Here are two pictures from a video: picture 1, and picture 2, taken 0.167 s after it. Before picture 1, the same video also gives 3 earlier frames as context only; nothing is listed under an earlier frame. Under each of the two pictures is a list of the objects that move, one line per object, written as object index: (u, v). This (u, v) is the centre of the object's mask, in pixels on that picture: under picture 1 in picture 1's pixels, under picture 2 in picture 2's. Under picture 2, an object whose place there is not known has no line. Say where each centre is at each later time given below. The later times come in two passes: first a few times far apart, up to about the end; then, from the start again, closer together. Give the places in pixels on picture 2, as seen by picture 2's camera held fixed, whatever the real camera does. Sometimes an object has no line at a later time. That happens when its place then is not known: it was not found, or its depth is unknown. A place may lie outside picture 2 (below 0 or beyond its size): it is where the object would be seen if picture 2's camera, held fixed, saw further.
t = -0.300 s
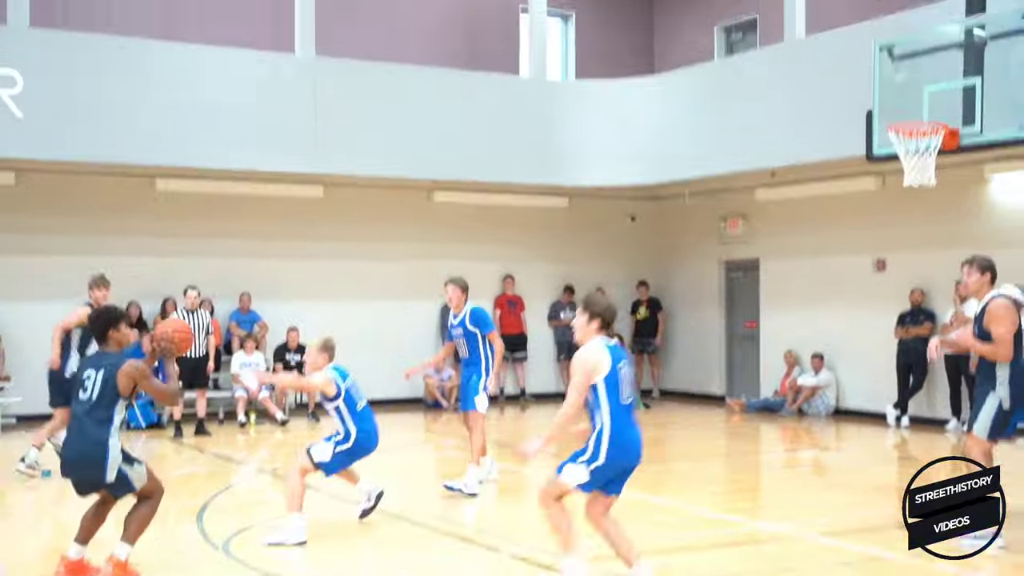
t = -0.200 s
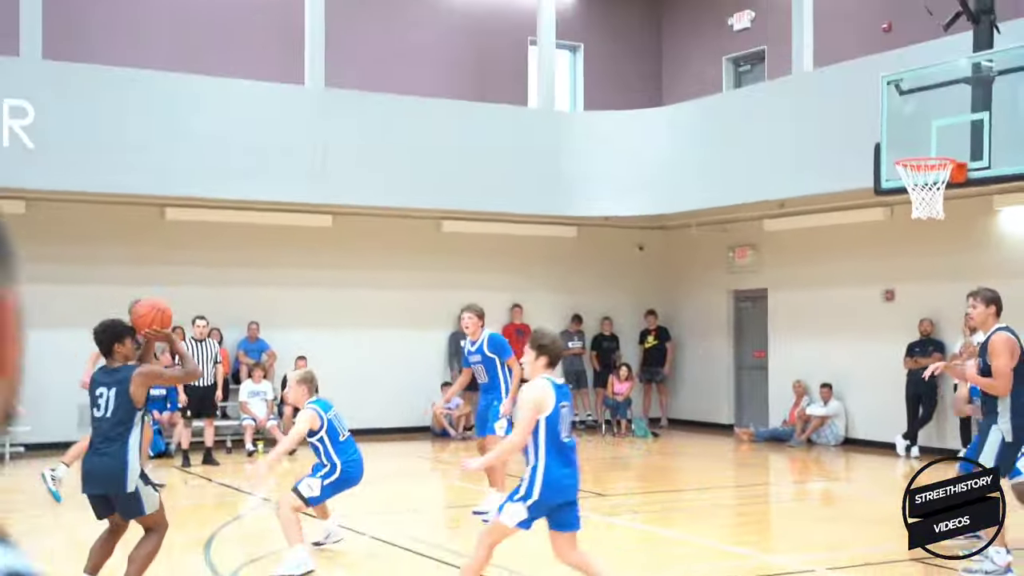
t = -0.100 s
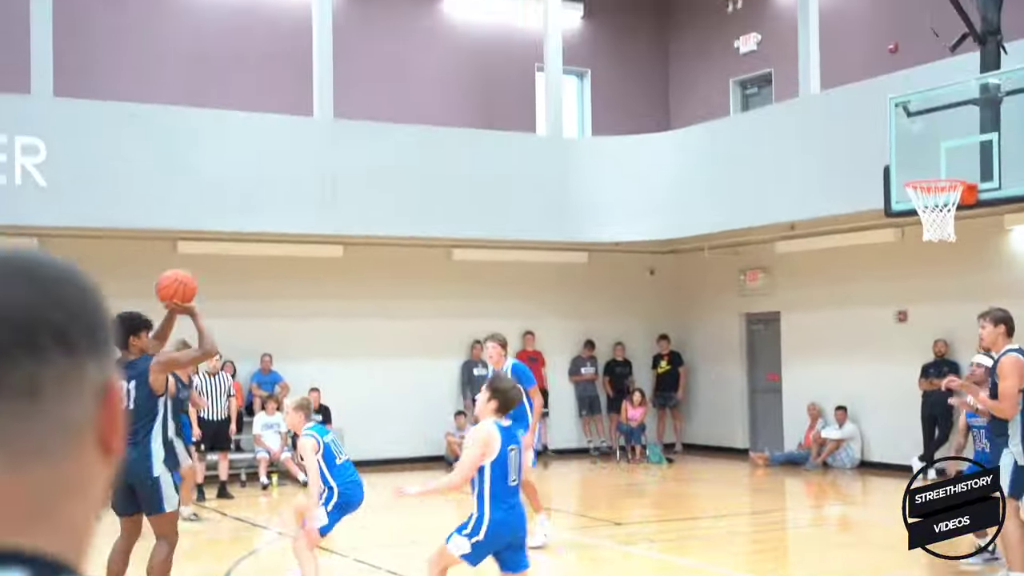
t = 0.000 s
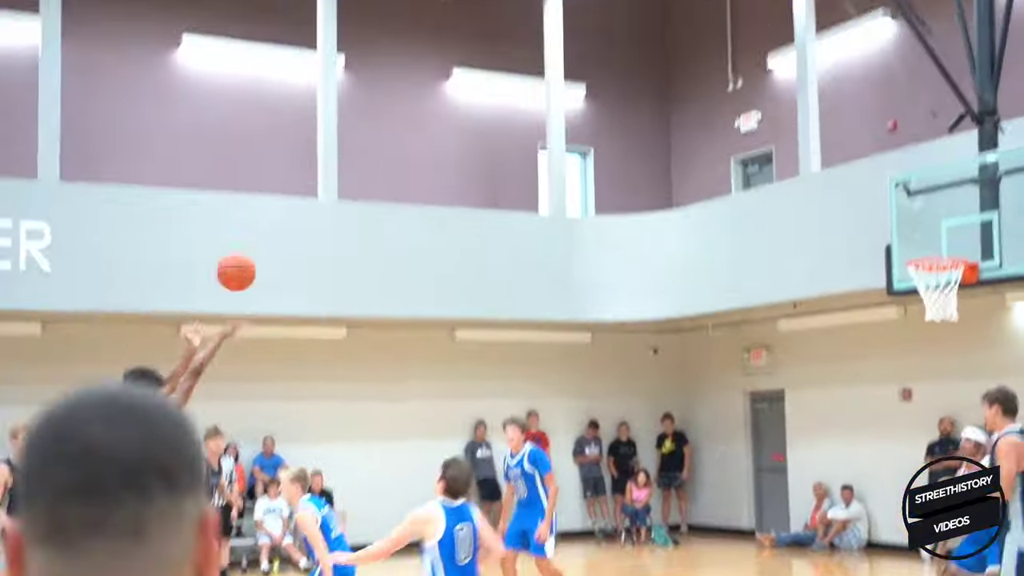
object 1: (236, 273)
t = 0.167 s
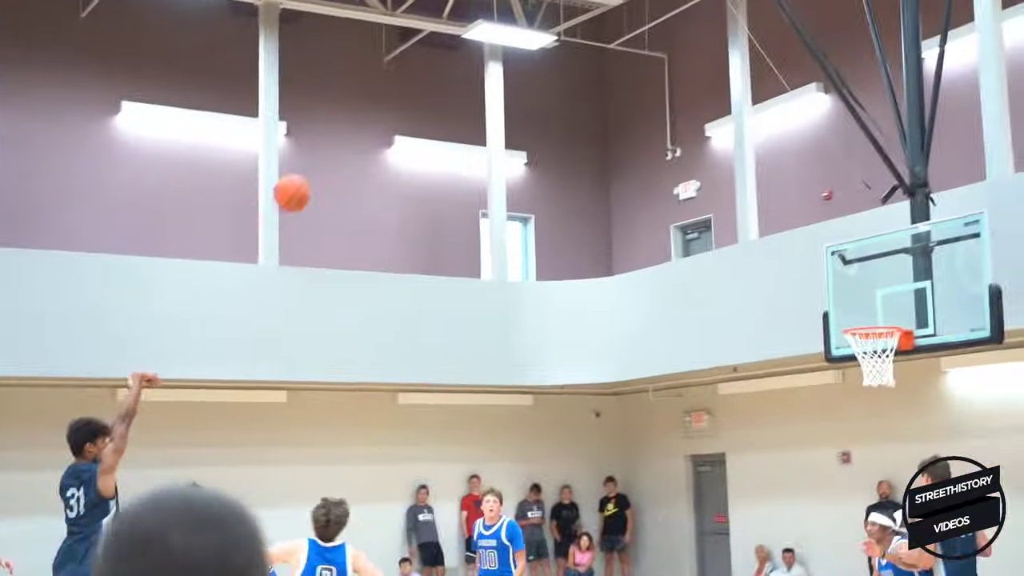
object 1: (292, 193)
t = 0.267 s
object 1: (353, 134)
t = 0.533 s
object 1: (498, 56)
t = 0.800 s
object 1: (627, 68)
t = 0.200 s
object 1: (313, 171)
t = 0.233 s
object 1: (333, 152)
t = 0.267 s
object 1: (353, 134)
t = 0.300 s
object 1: (373, 119)
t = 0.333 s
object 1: (392, 105)
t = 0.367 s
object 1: (411, 93)
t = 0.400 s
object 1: (429, 82)
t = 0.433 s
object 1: (447, 73)
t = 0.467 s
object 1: (465, 64)
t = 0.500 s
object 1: (482, 58)
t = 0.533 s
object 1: (498, 56)
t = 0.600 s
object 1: (532, 52)
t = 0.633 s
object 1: (548, 50)
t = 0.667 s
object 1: (565, 51)
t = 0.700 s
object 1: (580, 53)
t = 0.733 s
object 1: (596, 57)
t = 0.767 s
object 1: (612, 62)
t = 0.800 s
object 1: (627, 68)
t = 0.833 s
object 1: (642, 76)
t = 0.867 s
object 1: (657, 84)
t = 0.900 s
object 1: (670, 94)
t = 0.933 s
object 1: (685, 105)
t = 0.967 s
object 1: (699, 117)
